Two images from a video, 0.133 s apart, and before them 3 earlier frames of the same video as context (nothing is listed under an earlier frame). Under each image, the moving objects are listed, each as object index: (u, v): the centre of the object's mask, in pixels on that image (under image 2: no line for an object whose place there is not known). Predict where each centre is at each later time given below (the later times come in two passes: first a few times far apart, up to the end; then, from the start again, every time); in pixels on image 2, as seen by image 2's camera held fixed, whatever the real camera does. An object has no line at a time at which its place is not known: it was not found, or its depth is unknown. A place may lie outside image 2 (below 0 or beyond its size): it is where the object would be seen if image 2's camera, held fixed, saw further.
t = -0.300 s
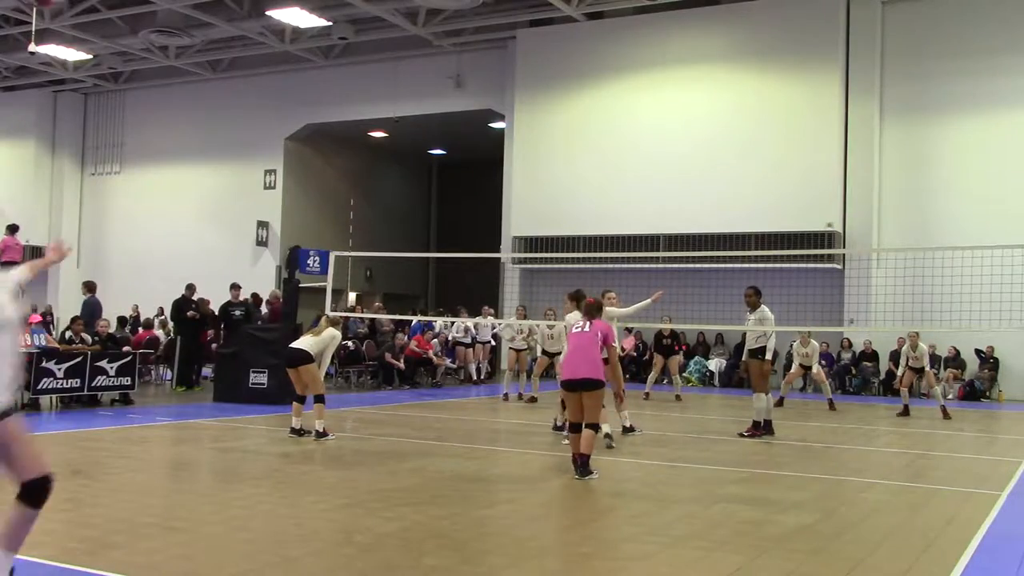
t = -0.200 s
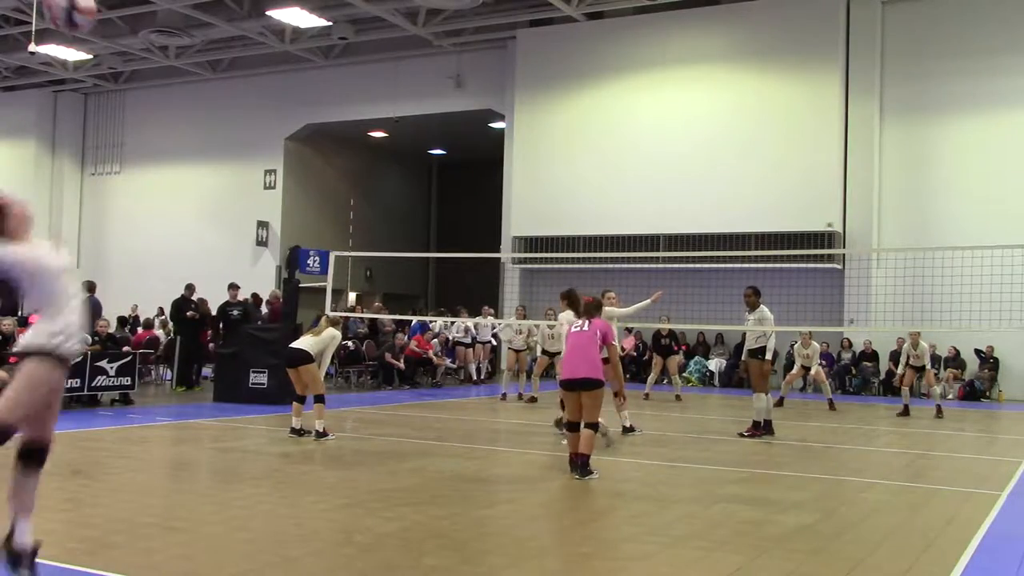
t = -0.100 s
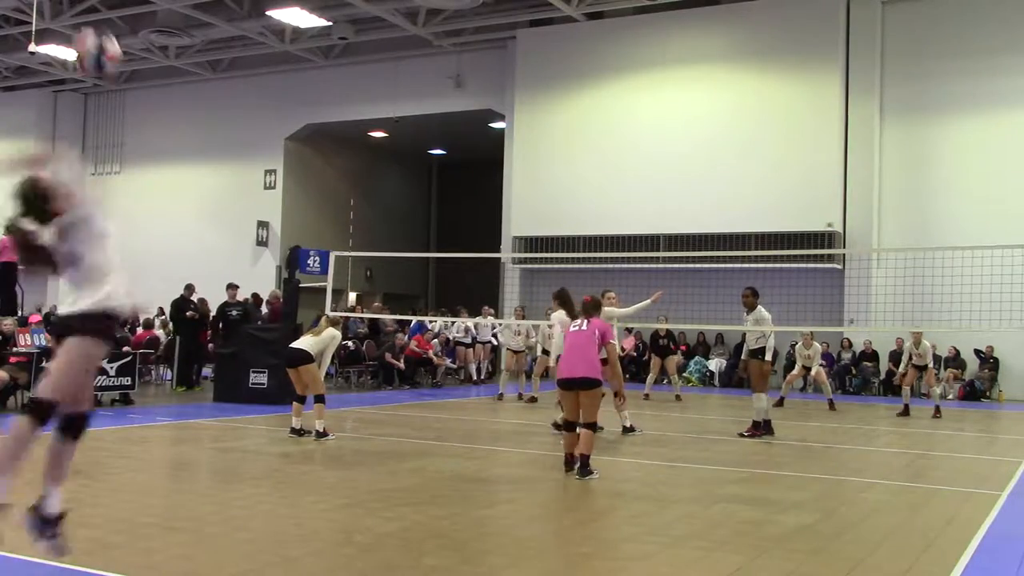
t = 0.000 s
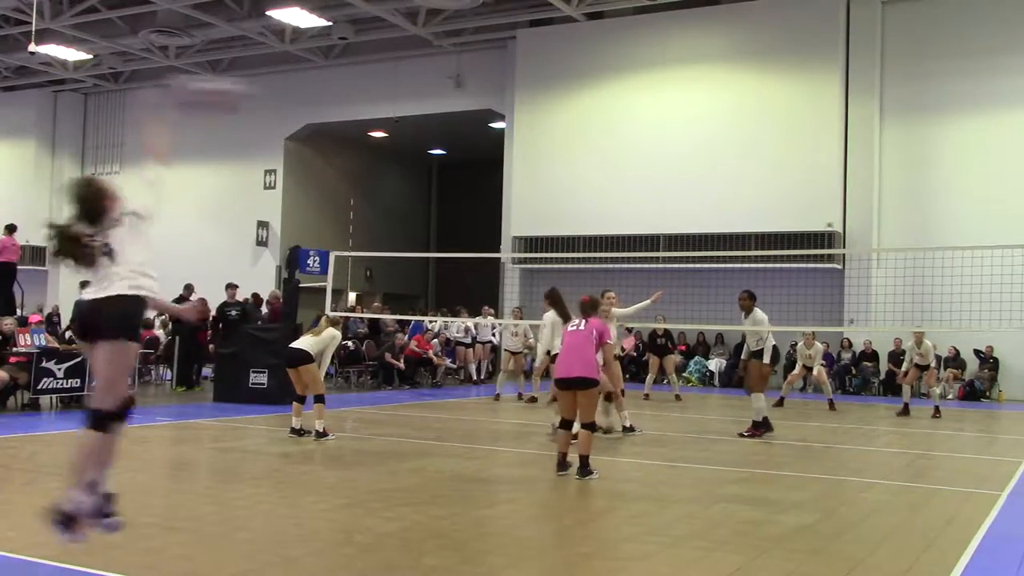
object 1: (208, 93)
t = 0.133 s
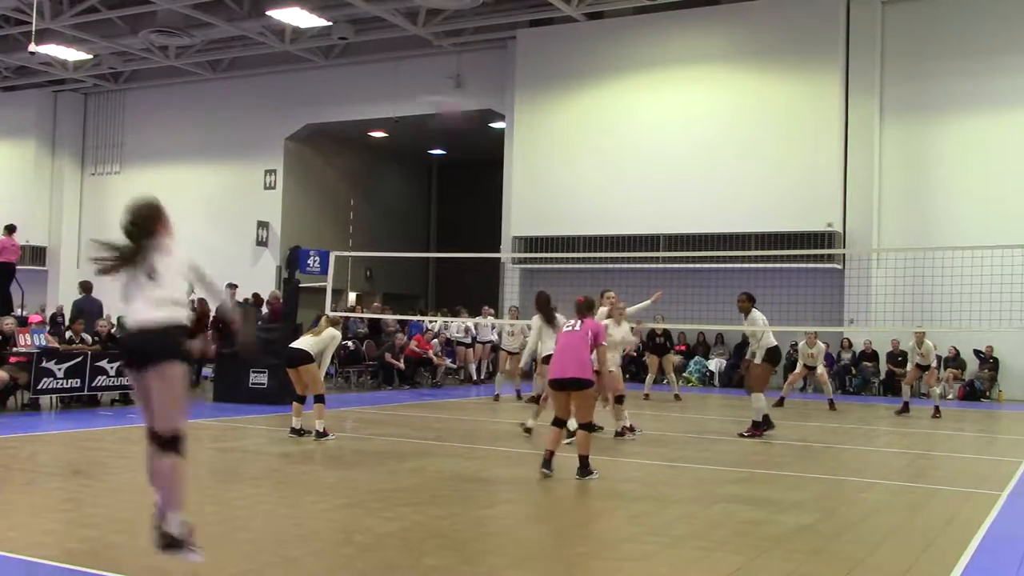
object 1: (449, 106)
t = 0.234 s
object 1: (557, 129)
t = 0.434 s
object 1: (694, 180)
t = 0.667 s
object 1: (789, 255)
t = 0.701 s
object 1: (799, 267)
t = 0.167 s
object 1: (483, 115)
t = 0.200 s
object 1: (524, 123)
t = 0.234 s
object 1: (557, 129)
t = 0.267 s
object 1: (584, 134)
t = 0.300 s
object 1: (611, 143)
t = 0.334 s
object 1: (635, 151)
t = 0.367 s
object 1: (656, 160)
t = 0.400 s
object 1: (676, 169)
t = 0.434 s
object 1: (694, 180)
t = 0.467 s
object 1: (710, 189)
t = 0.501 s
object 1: (725, 200)
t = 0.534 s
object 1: (739, 211)
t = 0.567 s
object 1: (752, 222)
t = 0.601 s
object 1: (764, 233)
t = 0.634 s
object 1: (777, 242)
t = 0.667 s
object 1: (789, 255)
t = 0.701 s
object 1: (799, 267)
